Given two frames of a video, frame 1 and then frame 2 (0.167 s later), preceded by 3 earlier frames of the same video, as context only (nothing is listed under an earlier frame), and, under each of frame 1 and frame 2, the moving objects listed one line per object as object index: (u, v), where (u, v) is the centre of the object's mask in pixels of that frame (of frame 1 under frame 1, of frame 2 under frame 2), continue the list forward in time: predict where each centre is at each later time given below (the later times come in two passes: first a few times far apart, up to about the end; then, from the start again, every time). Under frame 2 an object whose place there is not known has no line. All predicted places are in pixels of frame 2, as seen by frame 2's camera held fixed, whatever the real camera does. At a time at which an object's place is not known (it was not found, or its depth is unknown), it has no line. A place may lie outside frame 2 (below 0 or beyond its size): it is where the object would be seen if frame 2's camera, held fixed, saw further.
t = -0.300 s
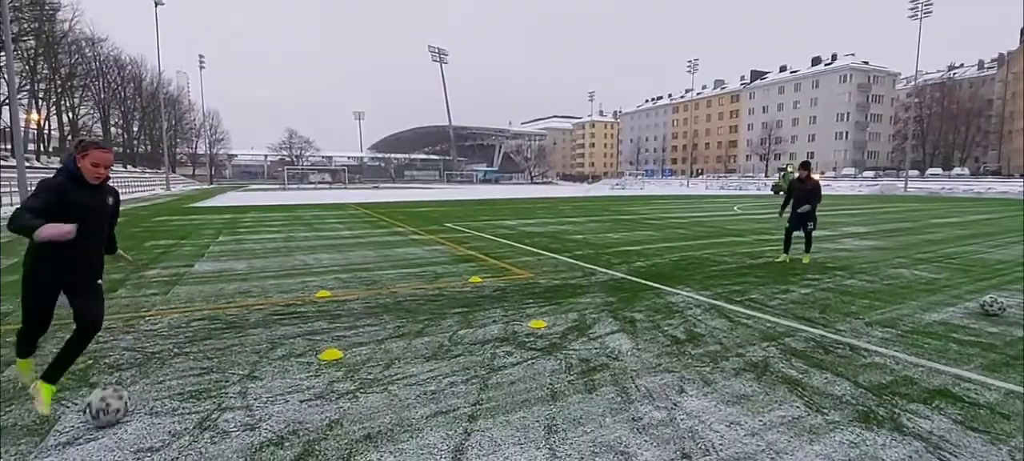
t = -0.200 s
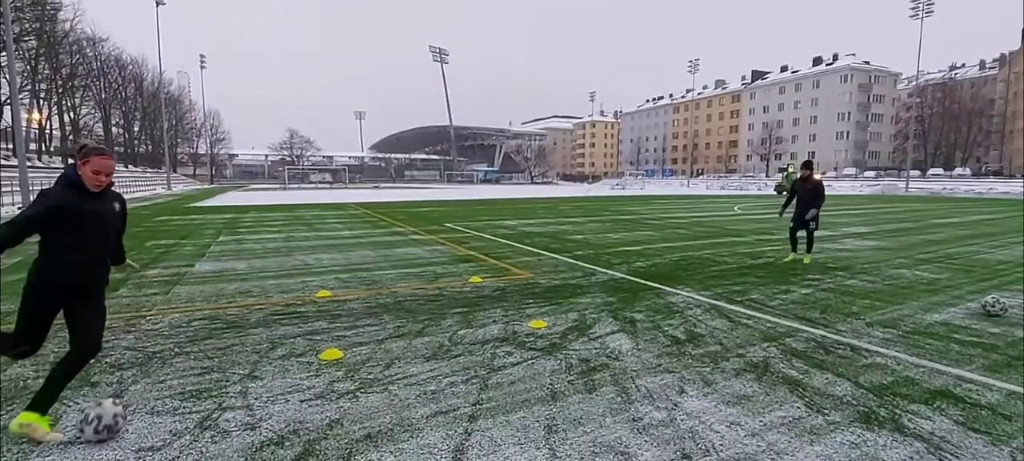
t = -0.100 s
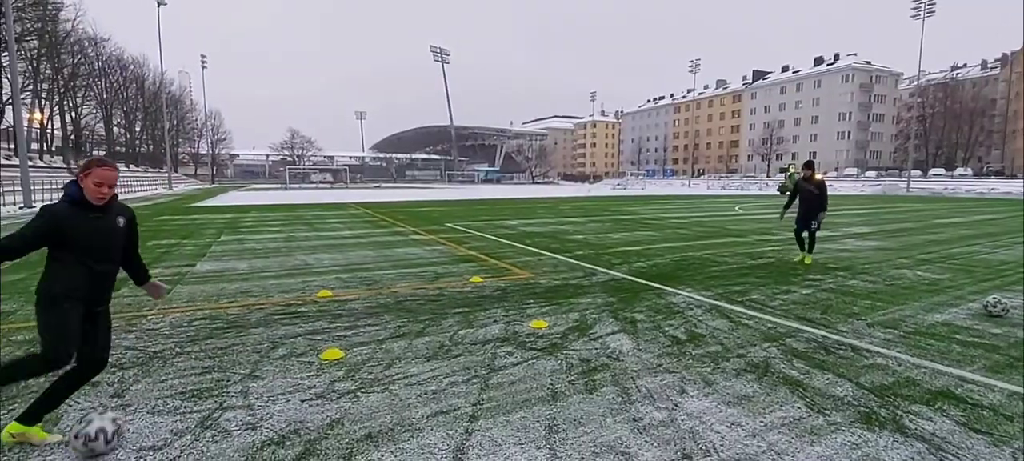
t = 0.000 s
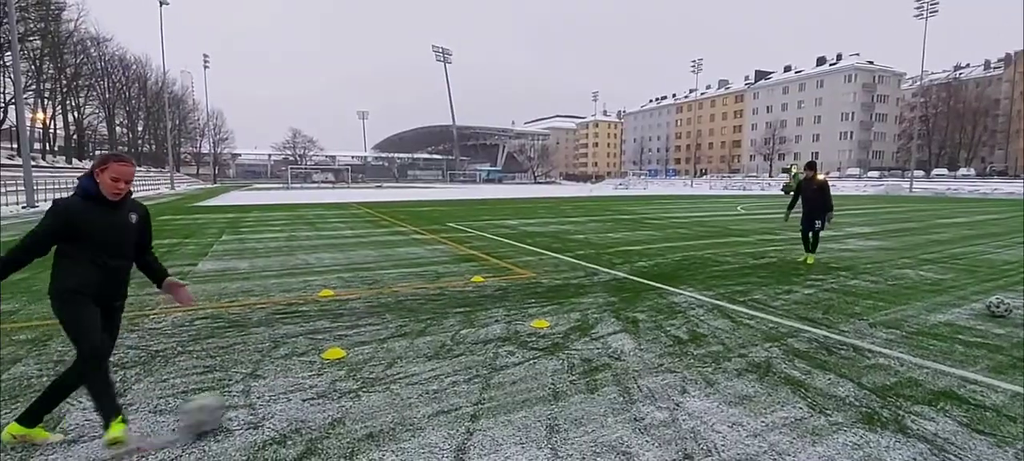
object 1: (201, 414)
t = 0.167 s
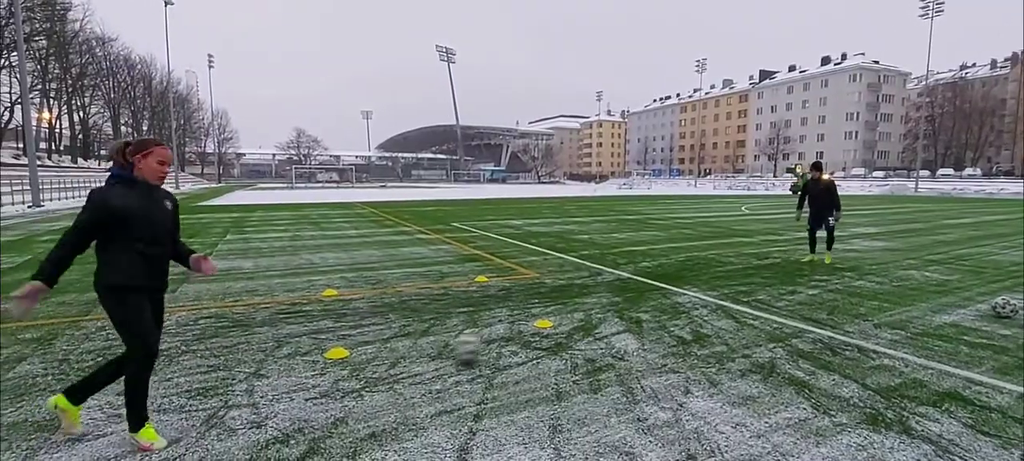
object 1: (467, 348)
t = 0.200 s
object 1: (499, 341)
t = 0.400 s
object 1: (640, 305)
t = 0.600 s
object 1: (720, 284)
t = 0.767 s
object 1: (765, 274)
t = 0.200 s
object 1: (499, 341)
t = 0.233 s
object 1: (531, 334)
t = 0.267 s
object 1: (555, 325)
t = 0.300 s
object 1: (580, 318)
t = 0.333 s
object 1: (603, 314)
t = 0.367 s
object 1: (623, 311)
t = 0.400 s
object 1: (640, 305)
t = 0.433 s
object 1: (656, 300)
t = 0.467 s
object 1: (672, 298)
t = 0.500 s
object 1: (684, 295)
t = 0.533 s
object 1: (698, 292)
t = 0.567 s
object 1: (710, 287)
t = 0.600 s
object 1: (720, 284)
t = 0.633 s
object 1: (730, 283)
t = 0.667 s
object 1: (741, 281)
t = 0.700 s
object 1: (749, 278)
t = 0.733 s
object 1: (757, 275)
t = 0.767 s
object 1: (765, 274)
